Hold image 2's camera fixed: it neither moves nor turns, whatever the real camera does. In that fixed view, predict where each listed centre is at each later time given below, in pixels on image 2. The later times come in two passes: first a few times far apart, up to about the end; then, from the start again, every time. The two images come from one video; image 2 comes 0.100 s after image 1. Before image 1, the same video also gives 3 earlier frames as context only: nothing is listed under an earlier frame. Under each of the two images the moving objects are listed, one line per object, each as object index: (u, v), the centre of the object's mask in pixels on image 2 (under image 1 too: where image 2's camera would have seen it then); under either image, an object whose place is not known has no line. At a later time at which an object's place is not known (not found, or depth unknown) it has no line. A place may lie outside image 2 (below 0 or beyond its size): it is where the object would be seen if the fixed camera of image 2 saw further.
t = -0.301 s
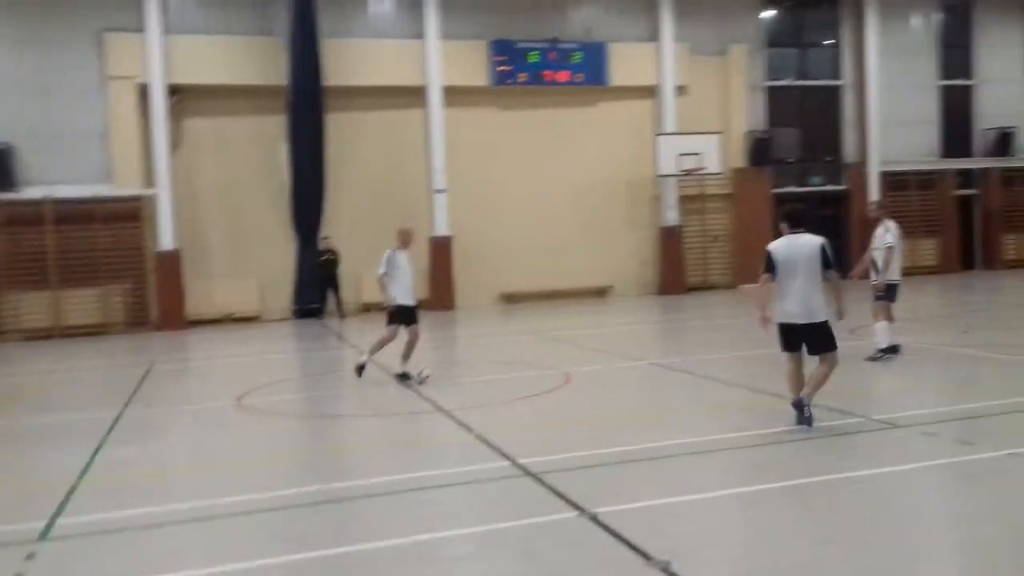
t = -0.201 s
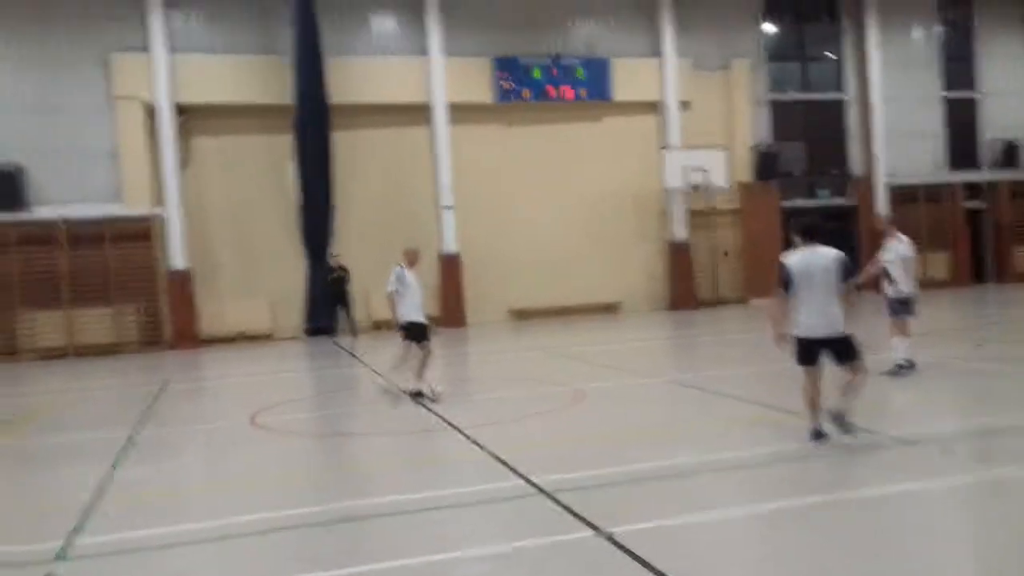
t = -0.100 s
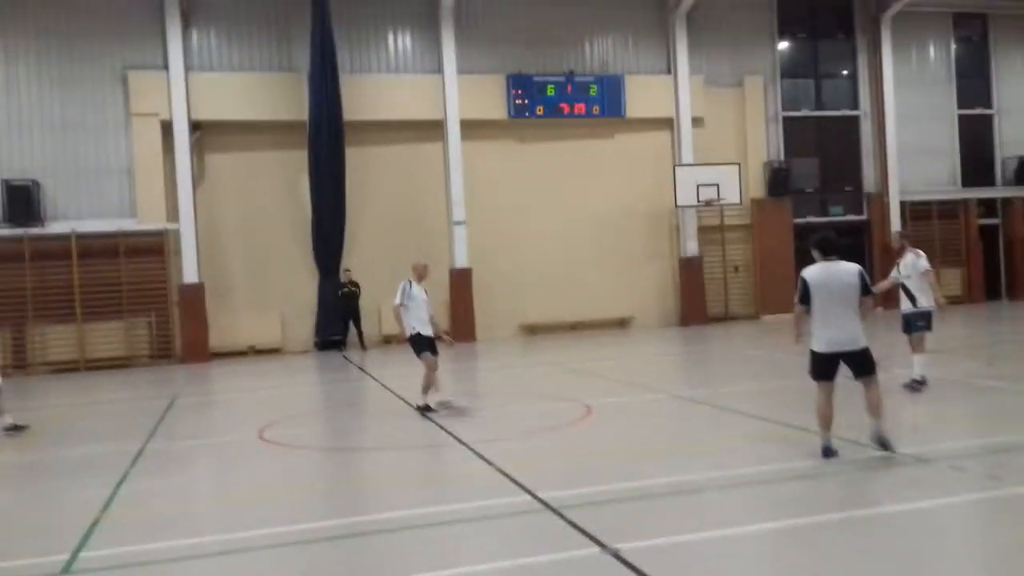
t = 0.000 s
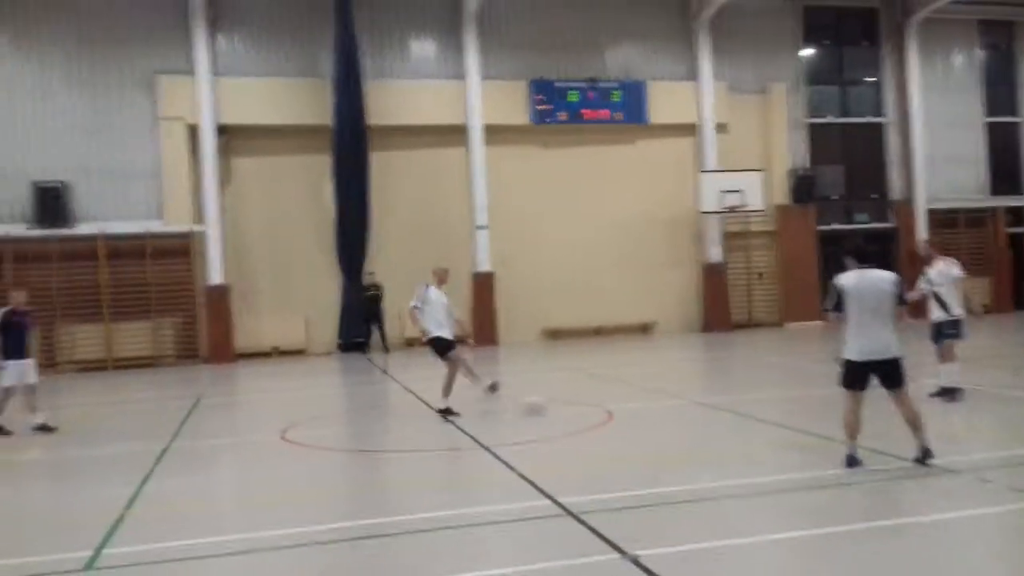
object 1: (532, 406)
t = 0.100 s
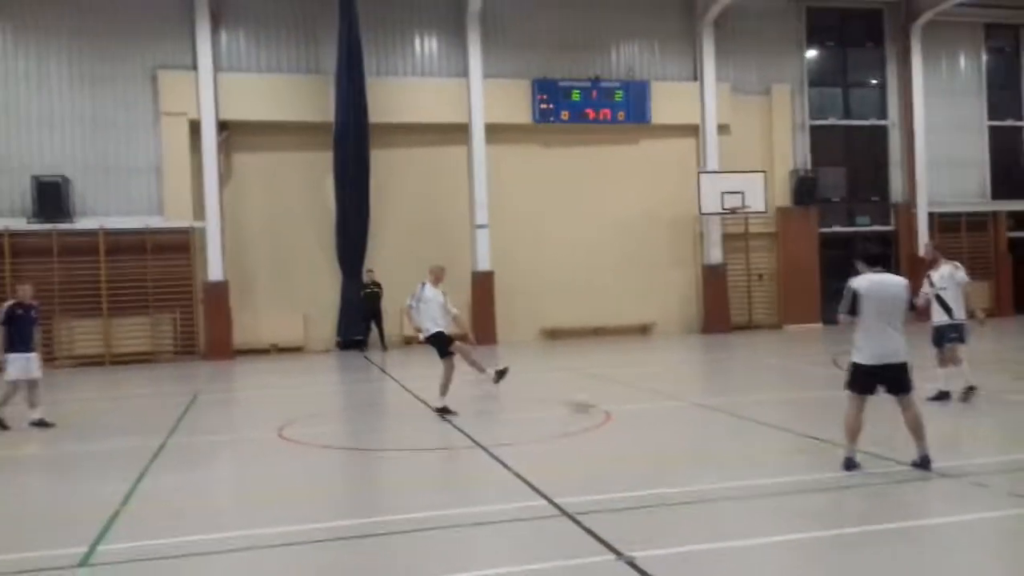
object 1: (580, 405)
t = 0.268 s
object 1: (654, 398)
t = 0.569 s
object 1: (759, 391)
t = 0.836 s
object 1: (843, 386)
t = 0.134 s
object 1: (598, 405)
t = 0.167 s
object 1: (612, 403)
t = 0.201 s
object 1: (625, 401)
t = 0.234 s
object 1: (639, 399)
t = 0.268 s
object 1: (654, 398)
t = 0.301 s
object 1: (666, 398)
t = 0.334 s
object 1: (678, 396)
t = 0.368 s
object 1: (692, 395)
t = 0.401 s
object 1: (703, 396)
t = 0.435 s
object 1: (716, 394)
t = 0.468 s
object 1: (727, 393)
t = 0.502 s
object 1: (738, 392)
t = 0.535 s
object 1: (749, 392)
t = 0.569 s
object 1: (759, 391)
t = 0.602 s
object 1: (769, 391)
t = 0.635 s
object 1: (780, 390)
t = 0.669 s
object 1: (792, 390)
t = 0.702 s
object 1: (800, 389)
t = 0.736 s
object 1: (811, 389)
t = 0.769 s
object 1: (823, 387)
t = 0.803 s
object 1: (833, 387)
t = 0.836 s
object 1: (843, 386)
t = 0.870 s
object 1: (852, 386)
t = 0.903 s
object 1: (862, 385)
